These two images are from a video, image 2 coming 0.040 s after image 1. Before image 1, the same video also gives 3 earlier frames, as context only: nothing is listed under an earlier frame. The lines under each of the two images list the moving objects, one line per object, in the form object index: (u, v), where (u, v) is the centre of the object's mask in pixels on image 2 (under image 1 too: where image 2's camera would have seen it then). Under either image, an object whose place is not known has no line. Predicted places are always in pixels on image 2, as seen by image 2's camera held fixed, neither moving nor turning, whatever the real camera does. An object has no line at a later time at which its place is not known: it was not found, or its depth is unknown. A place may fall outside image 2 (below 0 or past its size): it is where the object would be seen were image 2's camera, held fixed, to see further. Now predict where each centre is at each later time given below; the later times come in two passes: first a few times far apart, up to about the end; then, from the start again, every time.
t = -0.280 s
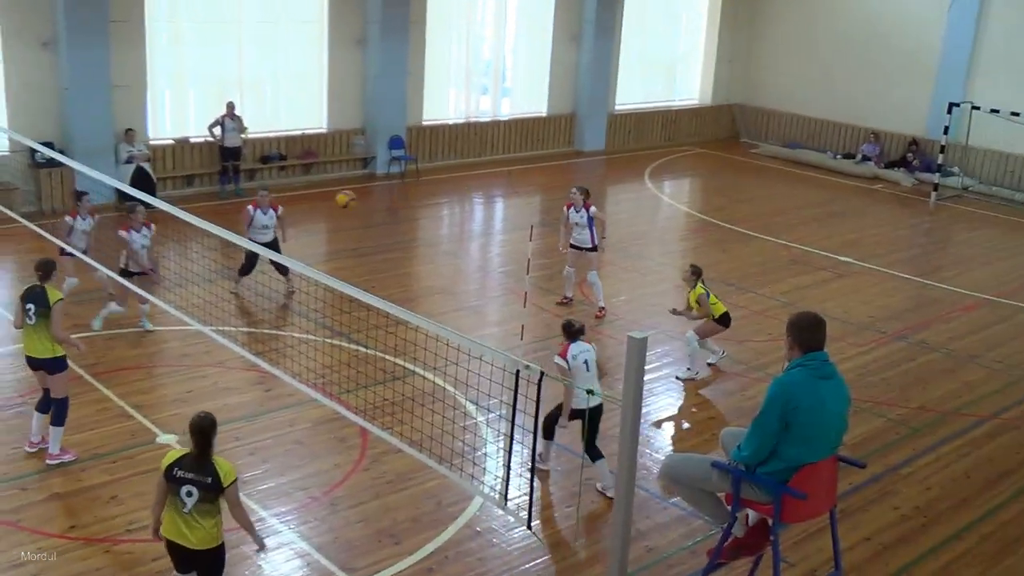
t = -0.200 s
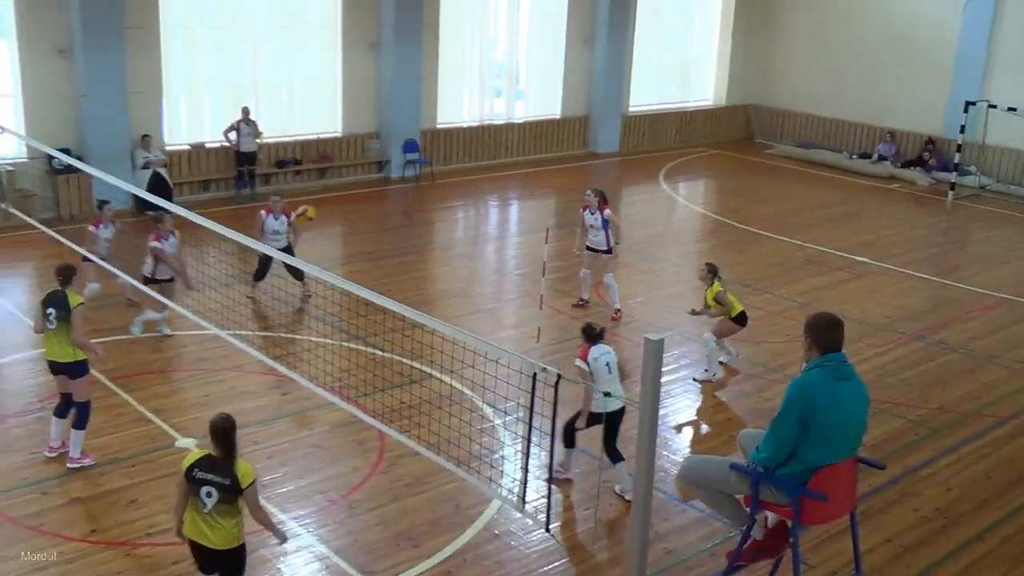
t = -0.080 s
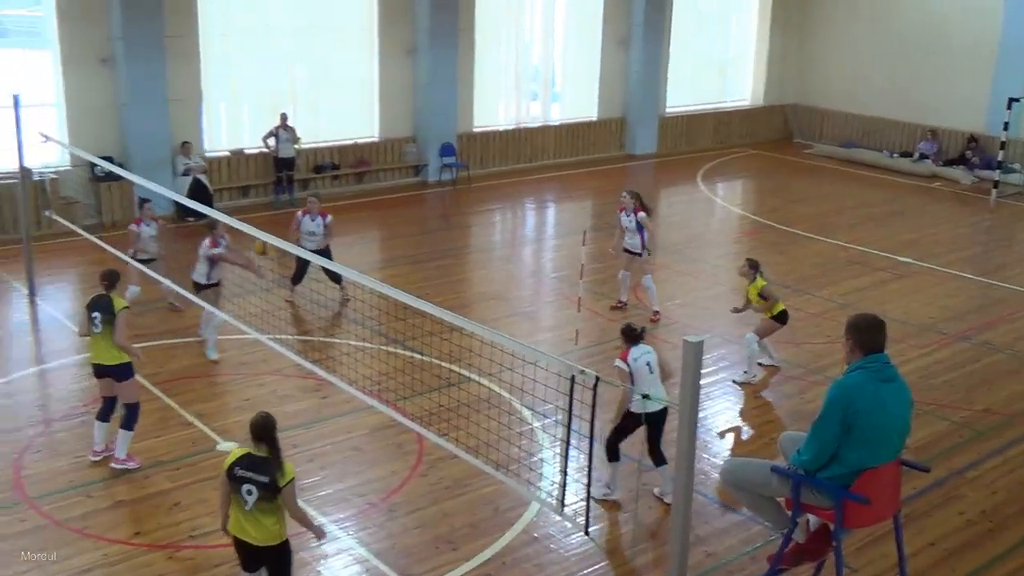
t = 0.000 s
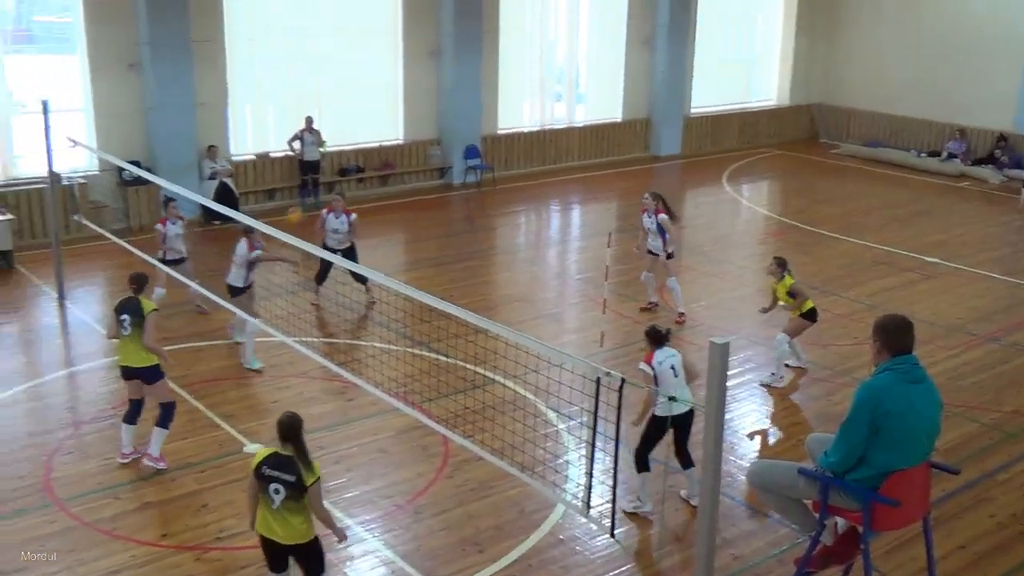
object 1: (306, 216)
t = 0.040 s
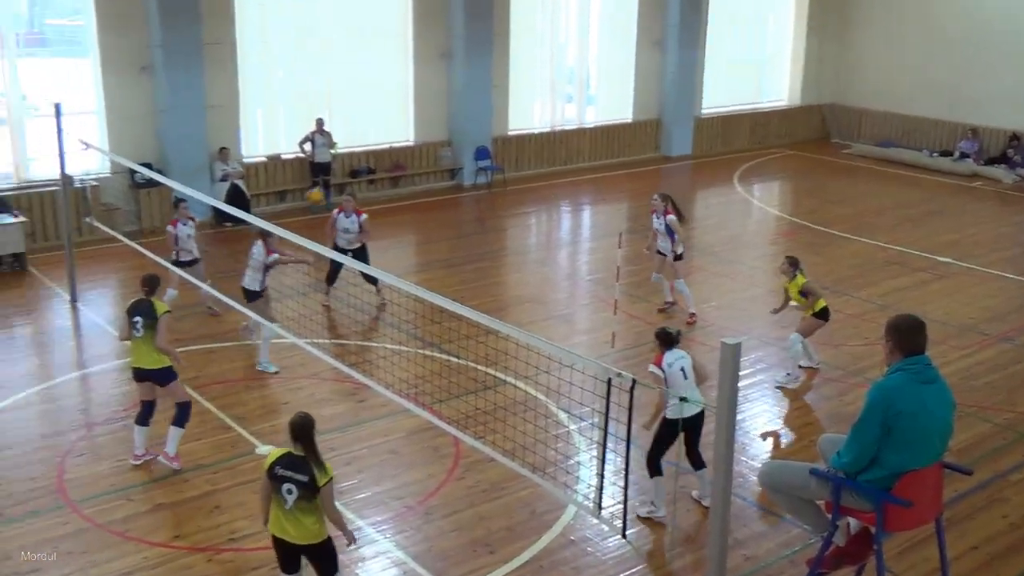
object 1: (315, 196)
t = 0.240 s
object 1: (363, 111)
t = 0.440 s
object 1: (409, 59)
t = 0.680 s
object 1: (460, 43)
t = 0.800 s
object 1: (484, 53)
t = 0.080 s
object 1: (324, 176)
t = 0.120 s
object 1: (333, 157)
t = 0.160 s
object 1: (344, 141)
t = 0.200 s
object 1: (353, 125)
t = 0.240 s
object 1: (363, 111)
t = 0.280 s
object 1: (372, 97)
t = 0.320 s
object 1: (381, 86)
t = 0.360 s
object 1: (391, 76)
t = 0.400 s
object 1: (400, 67)
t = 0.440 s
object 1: (409, 59)
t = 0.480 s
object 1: (417, 53)
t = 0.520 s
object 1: (426, 49)
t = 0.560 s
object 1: (435, 45)
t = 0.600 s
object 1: (444, 43)
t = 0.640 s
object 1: (451, 43)
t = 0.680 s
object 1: (460, 43)
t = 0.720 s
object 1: (468, 46)
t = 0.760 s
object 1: (476, 48)
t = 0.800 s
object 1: (484, 53)
